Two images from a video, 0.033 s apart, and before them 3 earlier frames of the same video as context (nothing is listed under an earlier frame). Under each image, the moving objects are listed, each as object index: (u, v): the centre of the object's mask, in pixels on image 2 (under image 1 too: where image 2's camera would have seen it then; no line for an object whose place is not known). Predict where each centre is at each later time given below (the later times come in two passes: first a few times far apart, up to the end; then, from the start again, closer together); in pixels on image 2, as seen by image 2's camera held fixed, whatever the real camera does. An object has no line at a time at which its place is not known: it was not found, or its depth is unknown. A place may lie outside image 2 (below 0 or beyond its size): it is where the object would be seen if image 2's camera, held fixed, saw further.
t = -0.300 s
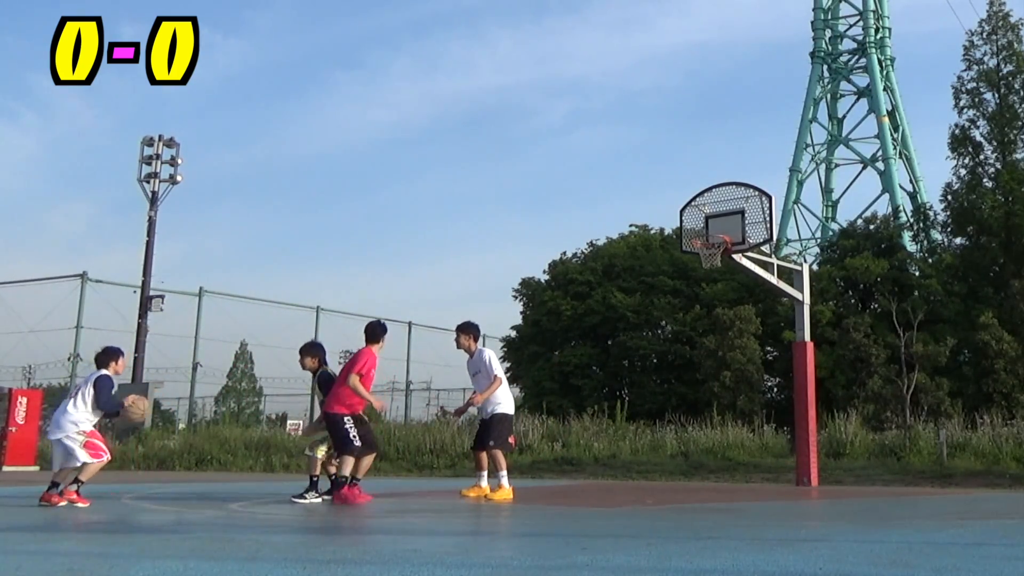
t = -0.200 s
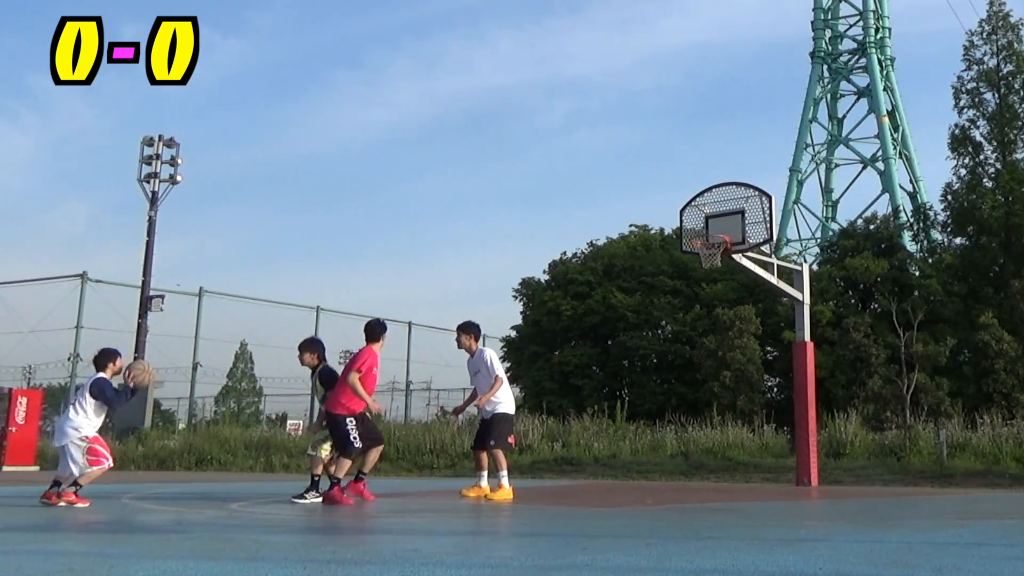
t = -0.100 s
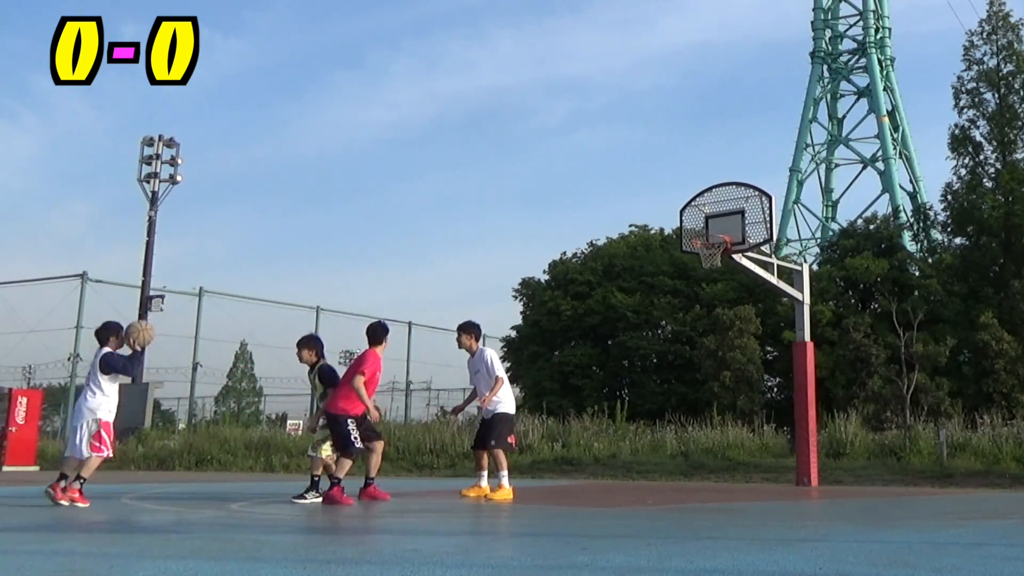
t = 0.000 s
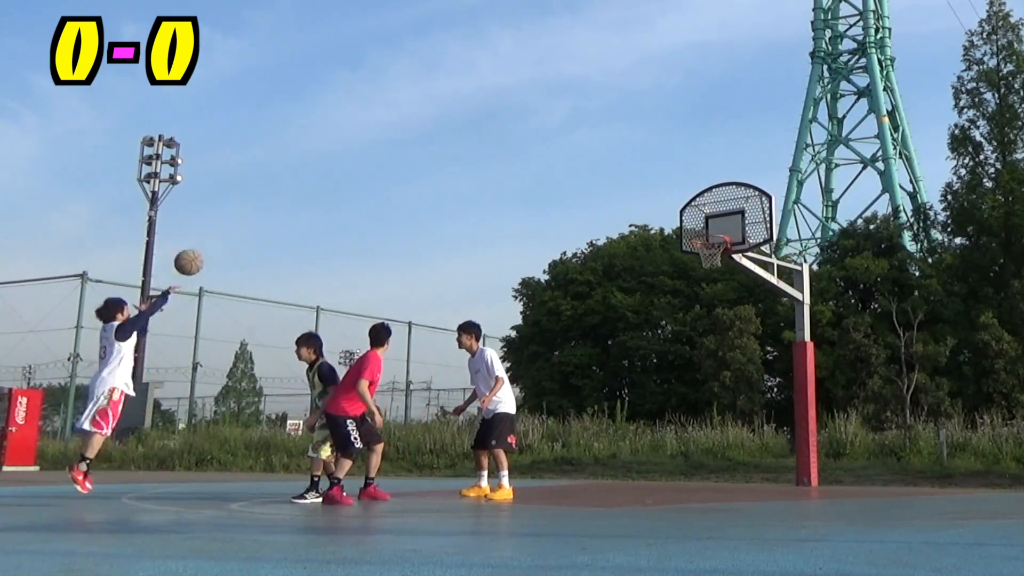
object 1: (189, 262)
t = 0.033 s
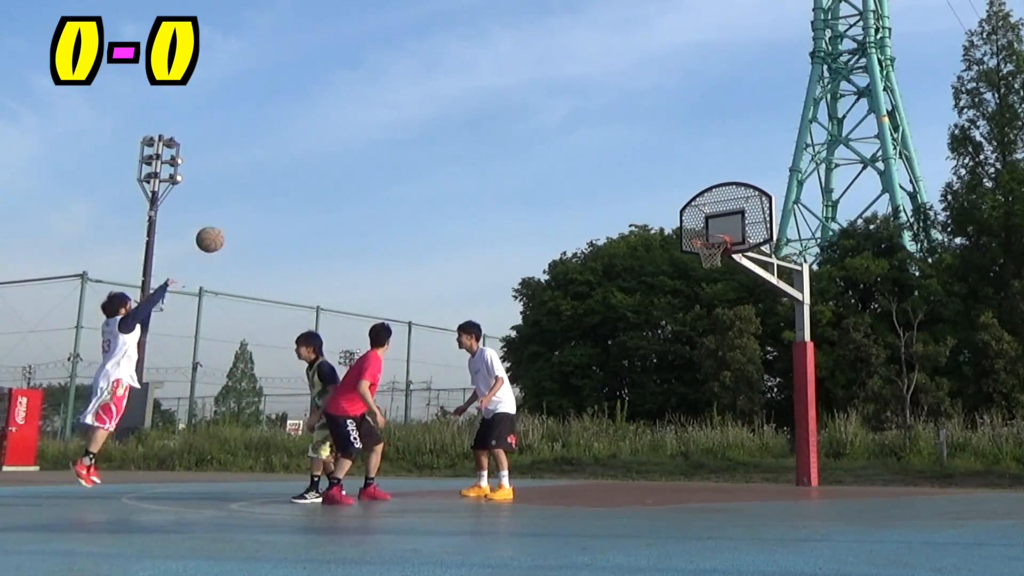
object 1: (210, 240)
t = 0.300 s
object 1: (358, 116)
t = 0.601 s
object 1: (490, 73)
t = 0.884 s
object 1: (595, 103)
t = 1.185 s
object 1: (691, 196)
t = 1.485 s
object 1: (699, 247)
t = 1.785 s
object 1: (728, 278)
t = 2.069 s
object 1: (761, 372)
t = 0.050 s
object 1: (220, 229)
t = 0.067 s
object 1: (231, 219)
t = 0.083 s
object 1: (241, 209)
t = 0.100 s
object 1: (250, 199)
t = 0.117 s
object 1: (260, 190)
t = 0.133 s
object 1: (270, 182)
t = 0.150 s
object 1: (279, 174)
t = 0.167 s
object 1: (289, 166)
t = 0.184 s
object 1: (298, 158)
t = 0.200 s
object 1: (307, 151)
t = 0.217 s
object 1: (316, 144)
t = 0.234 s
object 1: (325, 138)
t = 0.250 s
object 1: (333, 132)
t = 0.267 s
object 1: (342, 126)
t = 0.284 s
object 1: (350, 121)
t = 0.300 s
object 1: (358, 116)
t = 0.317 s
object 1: (366, 111)
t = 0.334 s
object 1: (375, 107)
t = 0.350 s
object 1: (382, 103)
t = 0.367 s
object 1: (390, 99)
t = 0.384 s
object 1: (398, 95)
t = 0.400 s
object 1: (406, 92)
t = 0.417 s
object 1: (413, 89)
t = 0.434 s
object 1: (421, 86)
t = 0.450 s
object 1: (427, 84)
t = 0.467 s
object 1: (435, 82)
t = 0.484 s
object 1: (442, 80)
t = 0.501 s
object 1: (449, 78)
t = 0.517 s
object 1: (456, 77)
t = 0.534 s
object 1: (463, 76)
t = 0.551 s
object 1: (470, 75)
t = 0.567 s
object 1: (477, 74)
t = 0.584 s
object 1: (484, 74)
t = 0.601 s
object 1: (490, 73)
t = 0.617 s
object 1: (497, 73)
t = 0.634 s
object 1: (504, 74)
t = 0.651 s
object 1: (510, 74)
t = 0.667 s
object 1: (517, 75)
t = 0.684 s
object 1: (523, 75)
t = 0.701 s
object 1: (529, 77)
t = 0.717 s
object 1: (535, 78)
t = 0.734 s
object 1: (542, 80)
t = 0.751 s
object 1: (548, 81)
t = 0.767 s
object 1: (554, 83)
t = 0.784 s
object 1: (560, 85)
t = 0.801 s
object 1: (566, 88)
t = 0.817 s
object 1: (571, 90)
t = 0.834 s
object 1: (577, 93)
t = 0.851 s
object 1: (583, 96)
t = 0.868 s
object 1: (589, 99)
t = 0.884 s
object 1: (595, 103)
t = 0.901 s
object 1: (600, 106)
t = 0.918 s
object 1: (606, 110)
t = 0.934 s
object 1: (611, 114)
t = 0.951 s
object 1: (617, 118)
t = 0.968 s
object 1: (622, 123)
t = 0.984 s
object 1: (628, 127)
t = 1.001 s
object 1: (633, 132)
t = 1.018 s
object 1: (638, 137)
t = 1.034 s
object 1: (644, 142)
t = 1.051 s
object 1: (649, 147)
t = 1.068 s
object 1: (655, 153)
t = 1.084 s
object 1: (660, 159)
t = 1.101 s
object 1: (665, 164)
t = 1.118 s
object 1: (670, 171)
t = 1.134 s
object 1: (676, 177)
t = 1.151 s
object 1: (681, 183)
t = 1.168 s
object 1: (686, 190)
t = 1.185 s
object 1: (691, 196)
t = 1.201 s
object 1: (696, 203)
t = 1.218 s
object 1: (701, 210)
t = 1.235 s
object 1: (706, 217)
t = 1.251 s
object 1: (711, 225)
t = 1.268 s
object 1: (716, 230)
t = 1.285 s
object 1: (717, 234)
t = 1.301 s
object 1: (717, 236)
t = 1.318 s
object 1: (719, 238)
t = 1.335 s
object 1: (722, 240)
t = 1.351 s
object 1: (718, 240)
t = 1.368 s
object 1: (718, 238)
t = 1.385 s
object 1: (702, 249)
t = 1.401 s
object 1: (702, 251)
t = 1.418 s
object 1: (699, 248)
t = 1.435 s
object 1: (699, 248)
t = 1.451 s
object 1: (698, 247)
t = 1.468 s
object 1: (698, 247)
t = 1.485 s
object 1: (699, 247)
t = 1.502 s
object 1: (699, 247)
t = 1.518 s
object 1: (700, 247)
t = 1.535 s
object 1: (701, 247)
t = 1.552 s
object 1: (702, 247)
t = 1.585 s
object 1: (705, 250)
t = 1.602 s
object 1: (708, 251)
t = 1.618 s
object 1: (710, 252)
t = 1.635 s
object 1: (711, 253)
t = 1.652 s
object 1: (714, 254)
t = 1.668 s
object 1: (717, 257)
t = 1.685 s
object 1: (716, 259)
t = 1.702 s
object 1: (718, 261)
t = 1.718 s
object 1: (720, 264)
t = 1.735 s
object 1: (721, 266)
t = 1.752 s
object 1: (724, 271)
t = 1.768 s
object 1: (727, 274)
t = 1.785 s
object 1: (728, 278)
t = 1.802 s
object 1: (729, 282)
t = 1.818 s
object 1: (731, 286)
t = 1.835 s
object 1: (733, 290)
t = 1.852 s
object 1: (735, 294)
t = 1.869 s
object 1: (737, 298)
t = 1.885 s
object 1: (739, 304)
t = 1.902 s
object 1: (741, 309)
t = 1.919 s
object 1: (743, 314)
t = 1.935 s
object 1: (745, 318)
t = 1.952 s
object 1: (747, 325)
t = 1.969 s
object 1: (748, 331)
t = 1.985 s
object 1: (751, 337)
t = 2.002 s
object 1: (753, 343)
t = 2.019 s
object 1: (755, 351)
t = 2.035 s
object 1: (757, 357)
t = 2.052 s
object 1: (760, 364)
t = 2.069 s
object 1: (761, 372)
